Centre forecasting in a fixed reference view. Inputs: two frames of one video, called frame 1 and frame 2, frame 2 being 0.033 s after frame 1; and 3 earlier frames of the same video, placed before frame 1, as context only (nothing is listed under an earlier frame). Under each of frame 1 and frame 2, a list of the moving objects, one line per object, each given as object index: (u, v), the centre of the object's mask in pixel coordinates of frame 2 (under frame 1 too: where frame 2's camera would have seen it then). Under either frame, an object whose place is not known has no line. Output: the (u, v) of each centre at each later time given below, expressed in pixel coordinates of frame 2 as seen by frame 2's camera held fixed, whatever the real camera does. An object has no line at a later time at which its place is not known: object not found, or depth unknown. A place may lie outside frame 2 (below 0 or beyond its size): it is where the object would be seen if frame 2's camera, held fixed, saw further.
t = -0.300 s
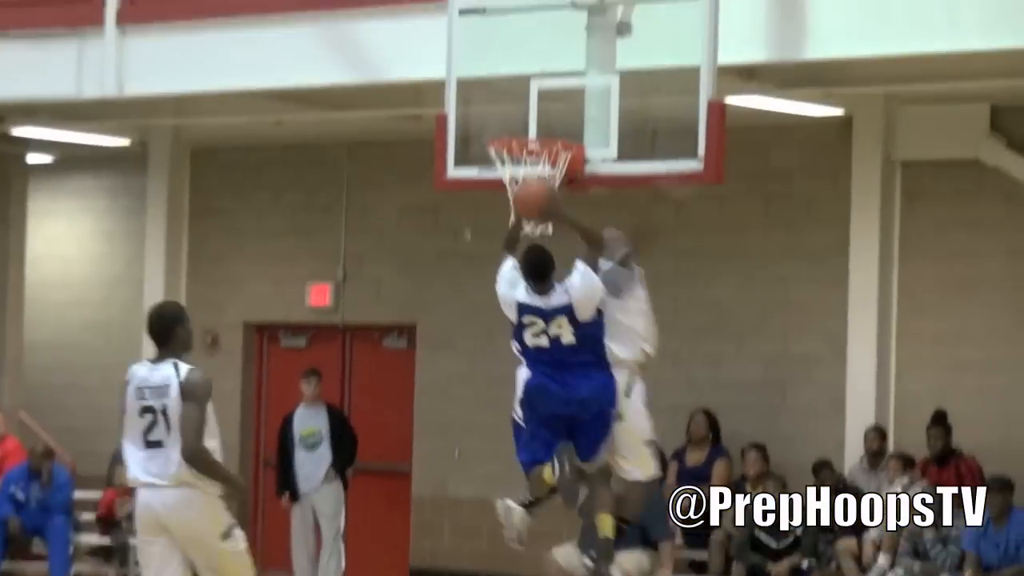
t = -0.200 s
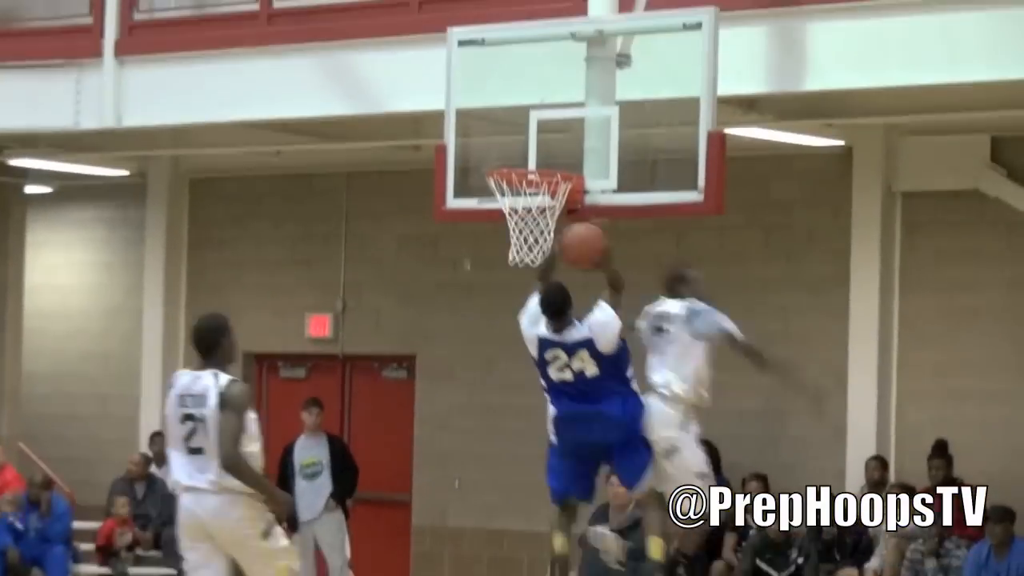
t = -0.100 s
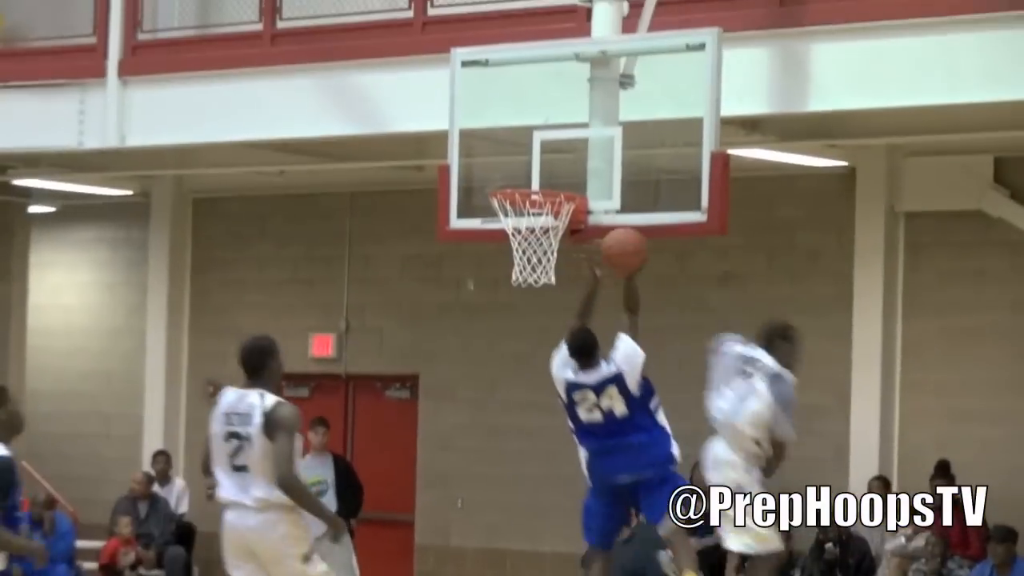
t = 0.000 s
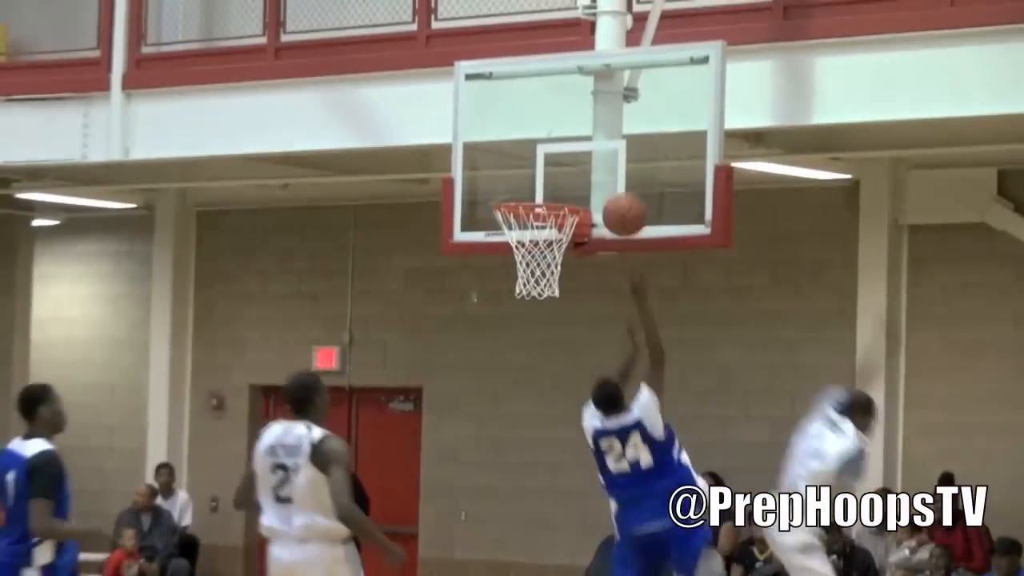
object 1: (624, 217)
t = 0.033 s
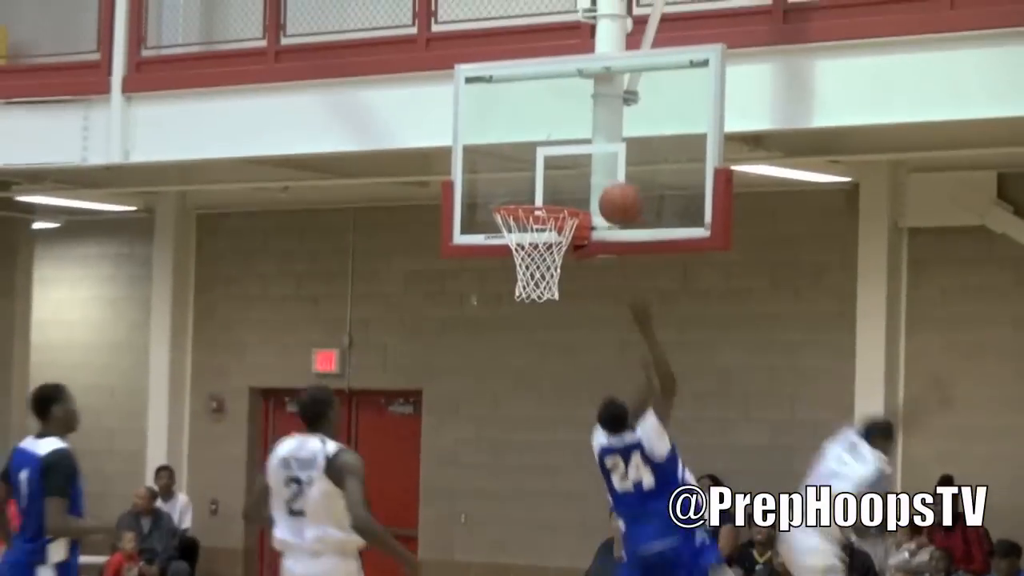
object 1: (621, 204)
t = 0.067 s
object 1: (617, 192)
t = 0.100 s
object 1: (614, 182)
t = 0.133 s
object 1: (610, 174)
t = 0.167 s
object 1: (606, 169)
